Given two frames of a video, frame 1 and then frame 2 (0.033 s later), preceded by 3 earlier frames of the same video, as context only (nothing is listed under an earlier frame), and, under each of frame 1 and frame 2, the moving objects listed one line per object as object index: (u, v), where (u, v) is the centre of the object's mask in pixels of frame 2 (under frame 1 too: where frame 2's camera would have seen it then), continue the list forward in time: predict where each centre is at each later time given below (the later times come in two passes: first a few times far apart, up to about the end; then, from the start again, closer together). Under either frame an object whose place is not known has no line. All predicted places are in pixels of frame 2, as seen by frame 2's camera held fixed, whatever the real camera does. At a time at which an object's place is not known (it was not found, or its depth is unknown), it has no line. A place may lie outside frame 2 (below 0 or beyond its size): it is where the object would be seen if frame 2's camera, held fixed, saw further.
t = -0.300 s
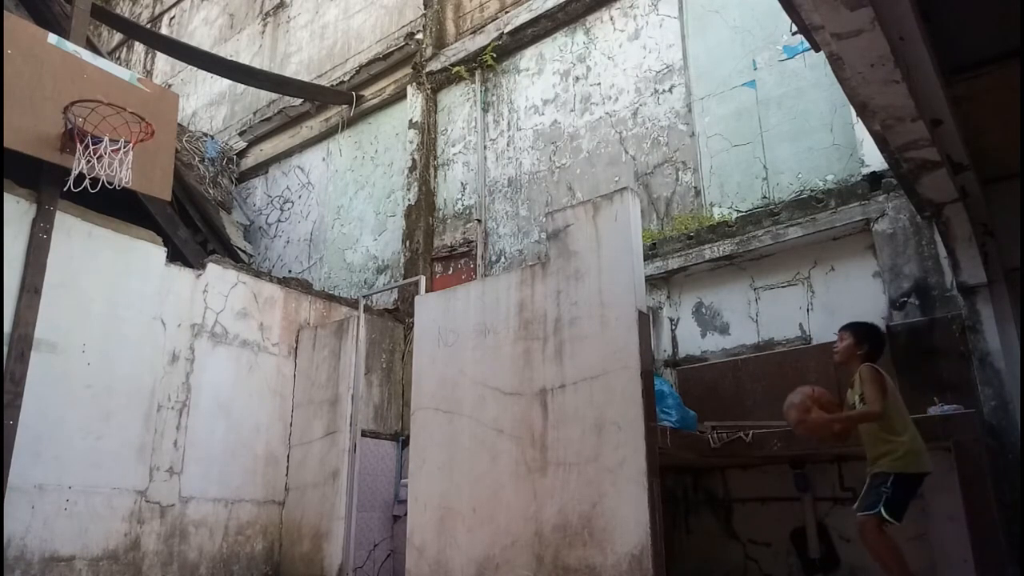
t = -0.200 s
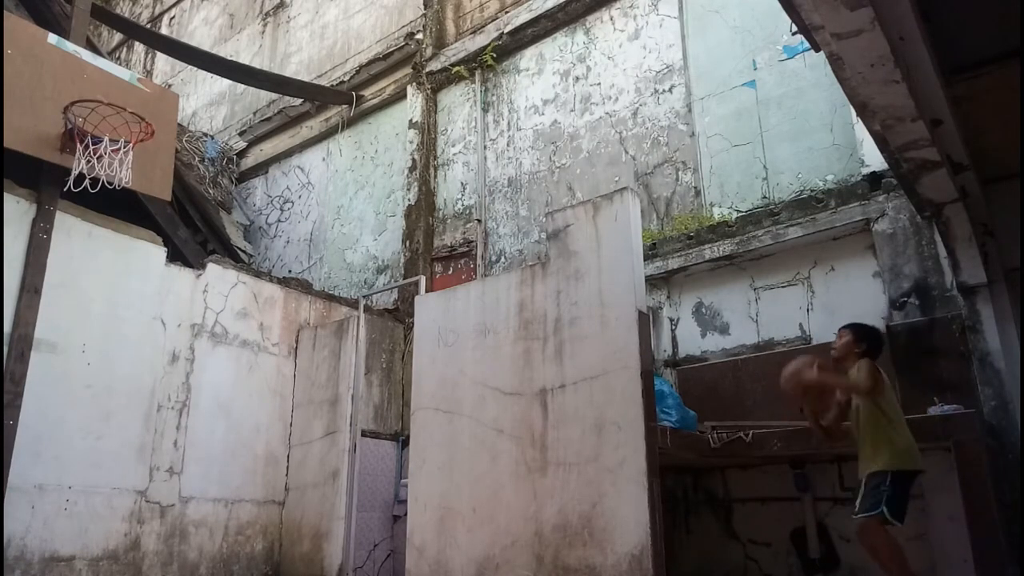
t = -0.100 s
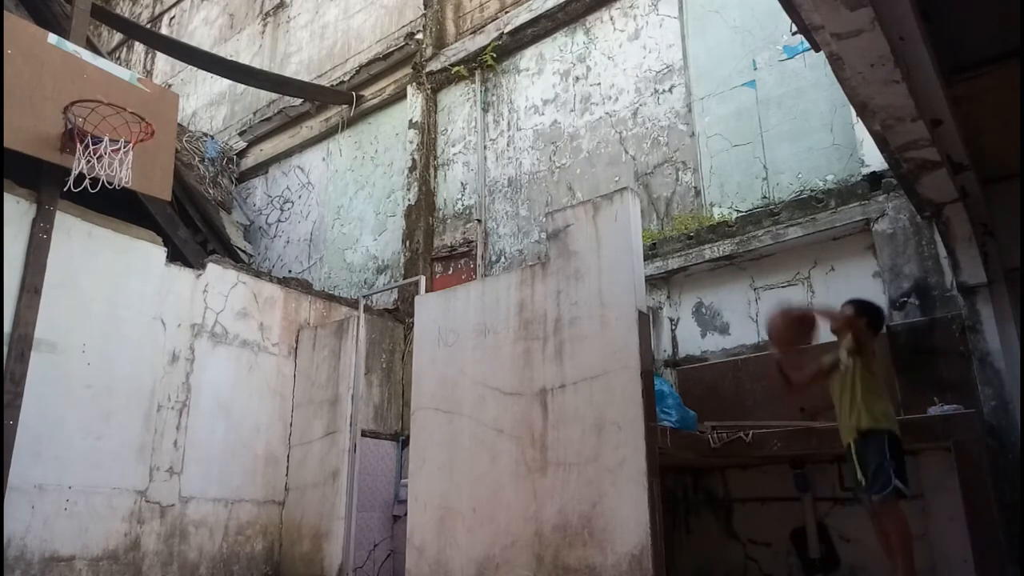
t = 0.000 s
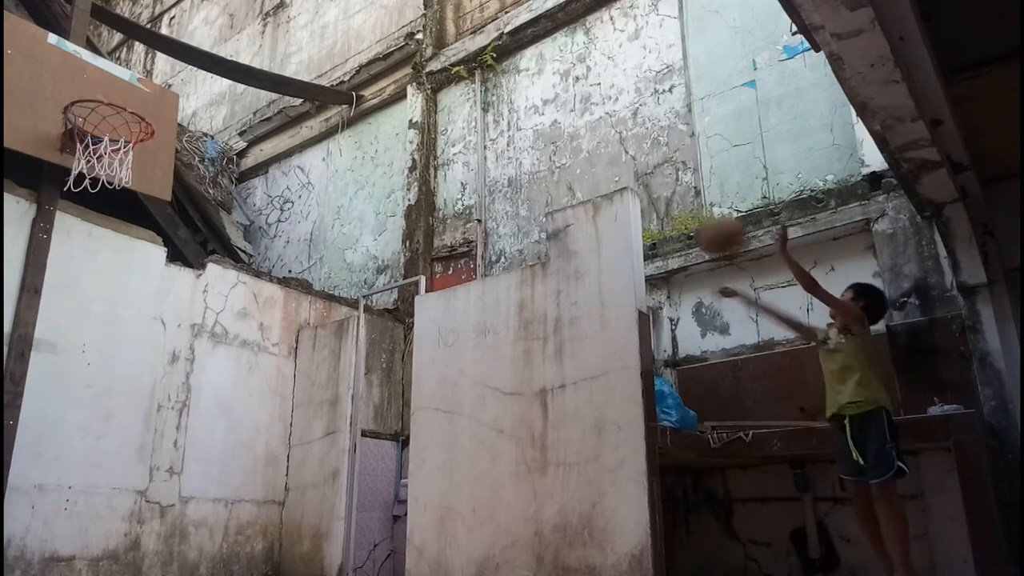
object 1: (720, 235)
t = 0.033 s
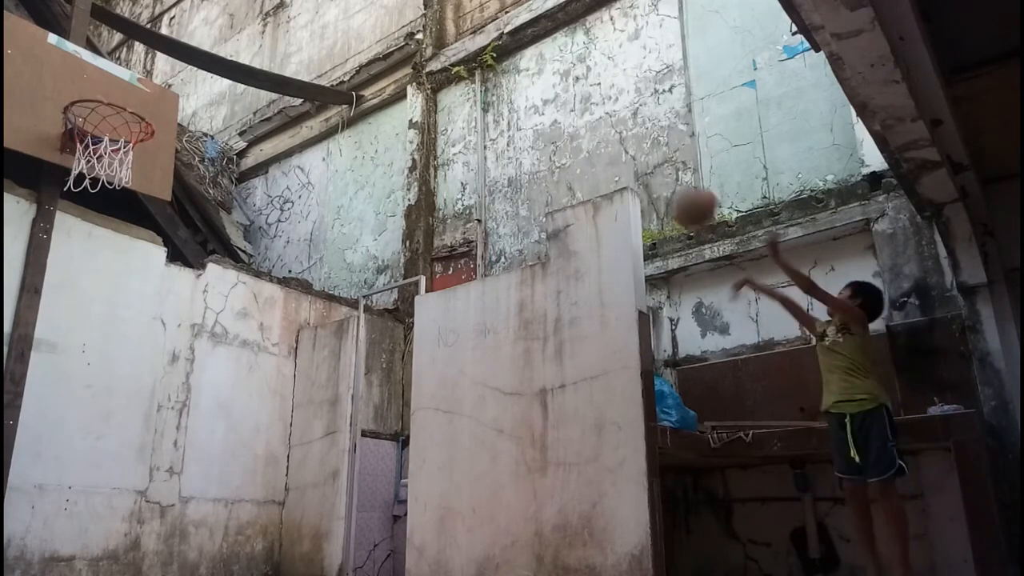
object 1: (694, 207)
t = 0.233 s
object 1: (559, 91)
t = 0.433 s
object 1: (443, 42)
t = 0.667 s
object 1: (316, 56)
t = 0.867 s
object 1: (205, 125)
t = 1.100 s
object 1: (67, 291)
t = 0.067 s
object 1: (671, 182)
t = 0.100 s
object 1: (647, 160)
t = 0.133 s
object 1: (623, 139)
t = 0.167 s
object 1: (602, 121)
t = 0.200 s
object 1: (581, 105)
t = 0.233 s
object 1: (559, 91)
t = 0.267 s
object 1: (539, 78)
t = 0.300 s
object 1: (517, 66)
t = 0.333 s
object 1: (500, 58)
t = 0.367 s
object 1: (482, 53)
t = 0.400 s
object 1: (462, 46)
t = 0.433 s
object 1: (443, 42)
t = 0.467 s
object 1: (425, 39)
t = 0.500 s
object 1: (406, 40)
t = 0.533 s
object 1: (388, 40)
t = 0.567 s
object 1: (369, 42)
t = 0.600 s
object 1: (352, 45)
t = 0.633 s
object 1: (333, 50)
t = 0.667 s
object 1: (316, 56)
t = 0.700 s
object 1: (297, 64)
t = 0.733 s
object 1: (279, 74)
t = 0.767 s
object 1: (262, 84)
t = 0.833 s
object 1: (224, 110)
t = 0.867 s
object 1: (205, 125)
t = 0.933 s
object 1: (167, 160)
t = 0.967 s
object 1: (148, 185)
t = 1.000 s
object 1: (127, 206)
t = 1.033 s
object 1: (110, 227)
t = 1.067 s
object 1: (89, 258)
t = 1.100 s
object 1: (67, 291)
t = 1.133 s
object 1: (67, 307)
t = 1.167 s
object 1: (65, 327)
